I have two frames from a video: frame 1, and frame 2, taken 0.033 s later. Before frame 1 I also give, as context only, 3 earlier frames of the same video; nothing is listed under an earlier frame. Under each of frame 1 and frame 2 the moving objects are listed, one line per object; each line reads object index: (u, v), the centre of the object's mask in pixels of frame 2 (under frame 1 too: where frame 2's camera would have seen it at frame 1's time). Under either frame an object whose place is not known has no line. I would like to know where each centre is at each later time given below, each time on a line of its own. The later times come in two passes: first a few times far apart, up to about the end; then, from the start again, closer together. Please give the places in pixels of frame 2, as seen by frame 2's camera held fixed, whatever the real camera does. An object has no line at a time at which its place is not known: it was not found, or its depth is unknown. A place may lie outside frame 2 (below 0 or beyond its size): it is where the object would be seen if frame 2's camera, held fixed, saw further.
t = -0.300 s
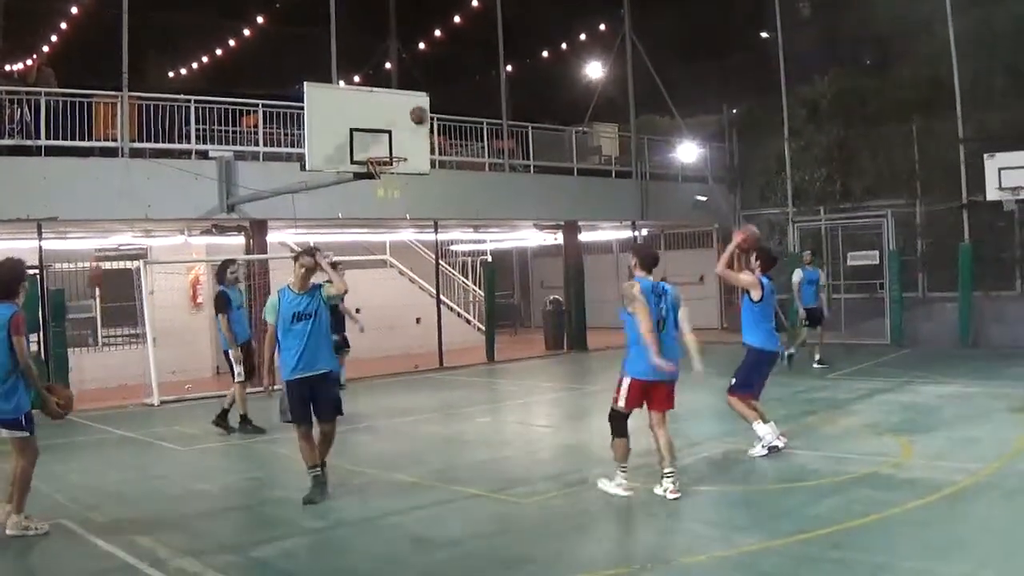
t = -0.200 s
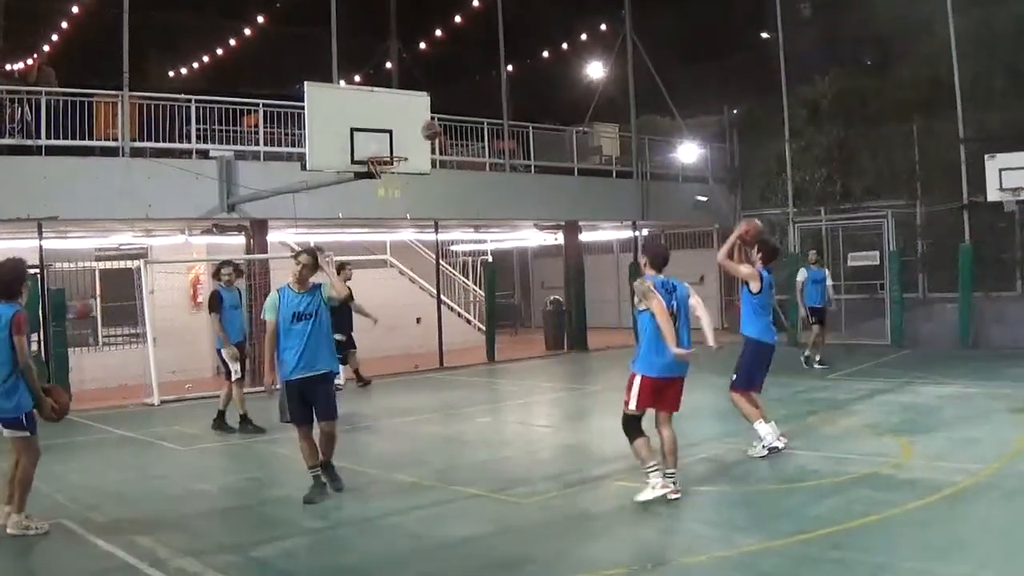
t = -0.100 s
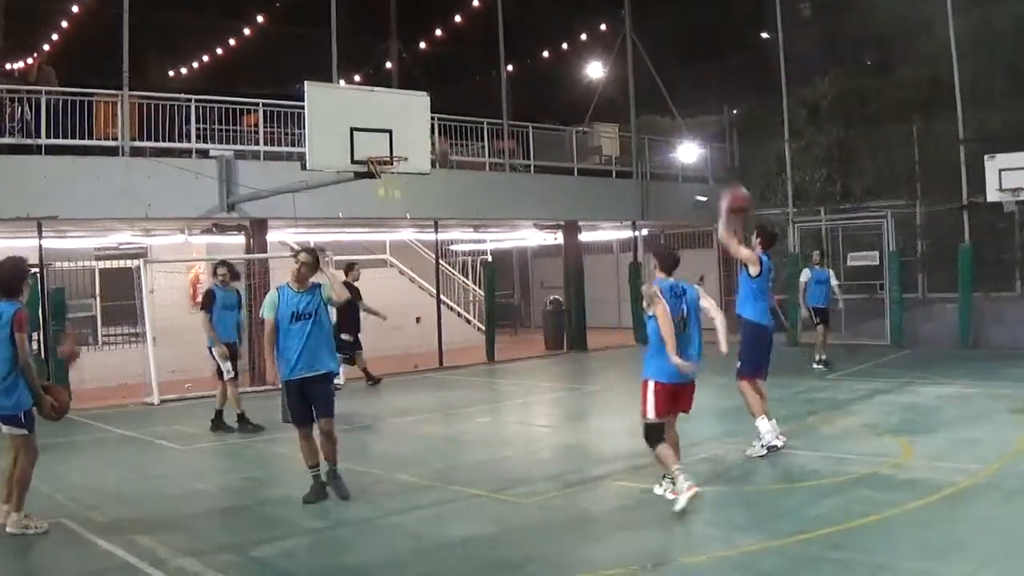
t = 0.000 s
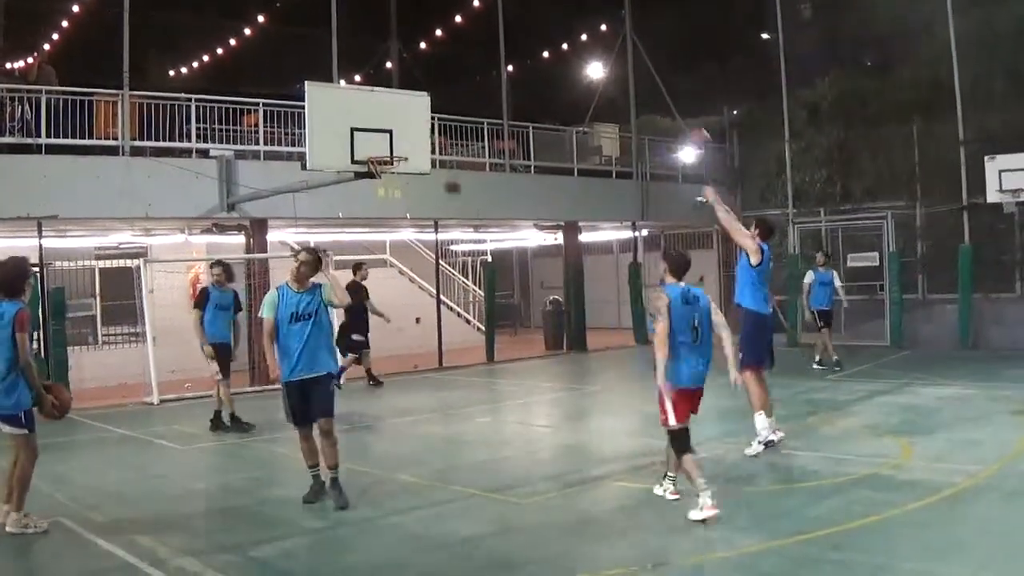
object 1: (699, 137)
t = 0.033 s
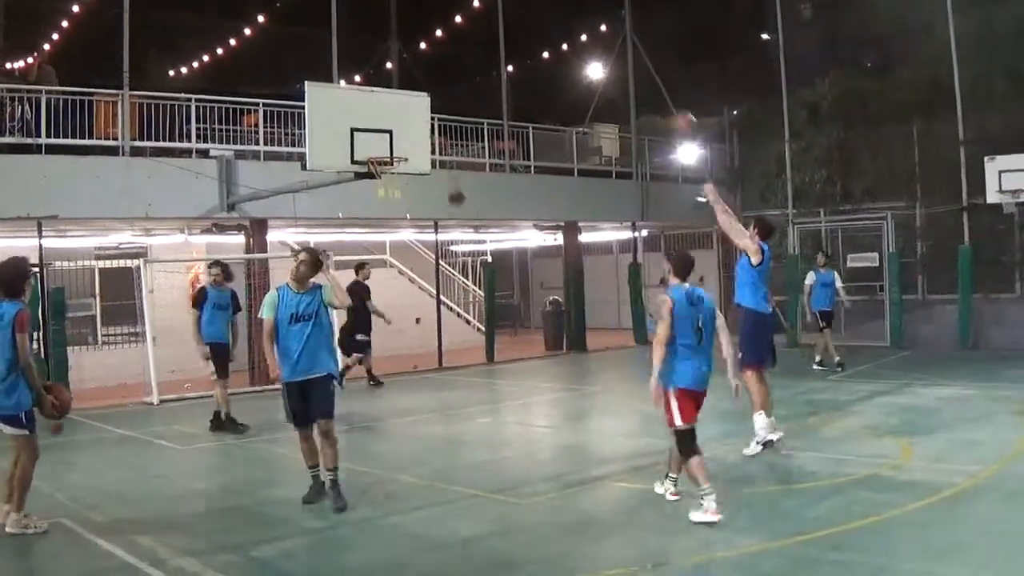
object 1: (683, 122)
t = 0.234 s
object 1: (609, 53)
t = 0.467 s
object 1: (532, 30)
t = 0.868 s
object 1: (431, 100)
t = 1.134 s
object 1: (392, 137)
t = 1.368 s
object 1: (393, 135)
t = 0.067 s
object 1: (669, 107)
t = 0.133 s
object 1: (645, 80)
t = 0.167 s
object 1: (631, 72)
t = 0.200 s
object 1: (620, 62)
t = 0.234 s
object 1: (609, 53)
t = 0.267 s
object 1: (596, 47)
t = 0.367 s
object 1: (562, 33)
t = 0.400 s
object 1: (552, 31)
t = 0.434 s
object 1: (542, 30)
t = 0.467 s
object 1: (532, 30)
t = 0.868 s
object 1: (431, 100)
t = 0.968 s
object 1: (408, 136)
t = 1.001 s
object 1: (402, 148)
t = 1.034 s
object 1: (400, 145)
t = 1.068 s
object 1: (397, 142)
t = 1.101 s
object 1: (394, 139)
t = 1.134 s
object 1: (392, 137)
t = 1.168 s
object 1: (389, 136)
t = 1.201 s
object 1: (387, 136)
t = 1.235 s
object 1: (384, 136)
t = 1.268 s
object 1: (386, 135)
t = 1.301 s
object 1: (389, 134)
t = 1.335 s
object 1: (391, 134)
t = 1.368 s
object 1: (393, 135)
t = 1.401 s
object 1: (395, 137)
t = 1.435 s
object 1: (398, 139)
